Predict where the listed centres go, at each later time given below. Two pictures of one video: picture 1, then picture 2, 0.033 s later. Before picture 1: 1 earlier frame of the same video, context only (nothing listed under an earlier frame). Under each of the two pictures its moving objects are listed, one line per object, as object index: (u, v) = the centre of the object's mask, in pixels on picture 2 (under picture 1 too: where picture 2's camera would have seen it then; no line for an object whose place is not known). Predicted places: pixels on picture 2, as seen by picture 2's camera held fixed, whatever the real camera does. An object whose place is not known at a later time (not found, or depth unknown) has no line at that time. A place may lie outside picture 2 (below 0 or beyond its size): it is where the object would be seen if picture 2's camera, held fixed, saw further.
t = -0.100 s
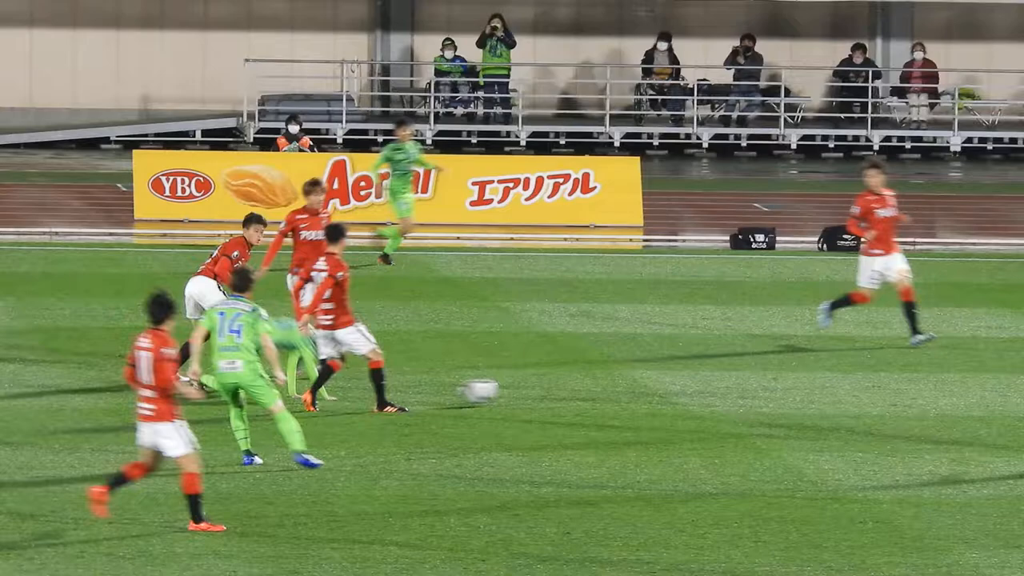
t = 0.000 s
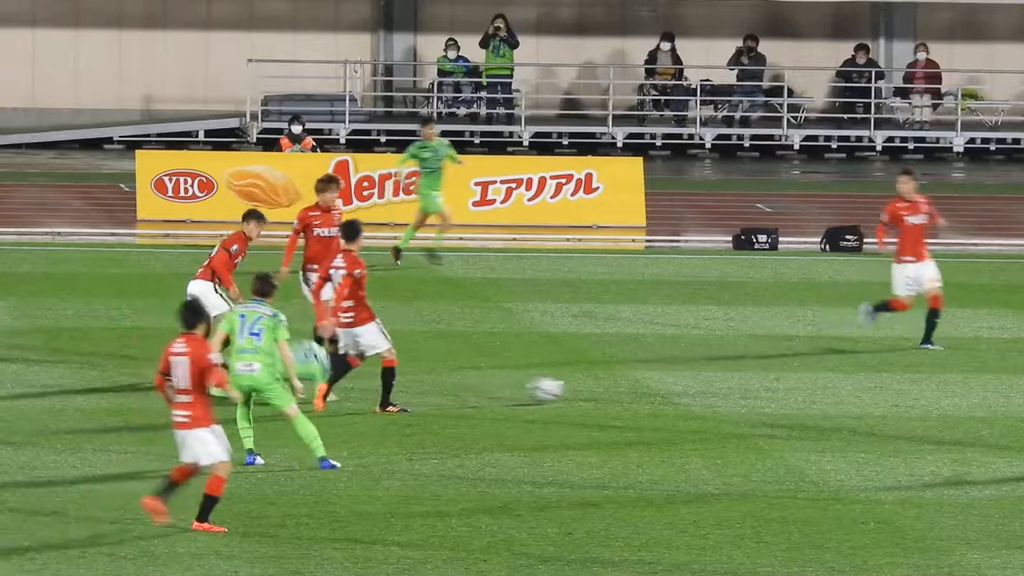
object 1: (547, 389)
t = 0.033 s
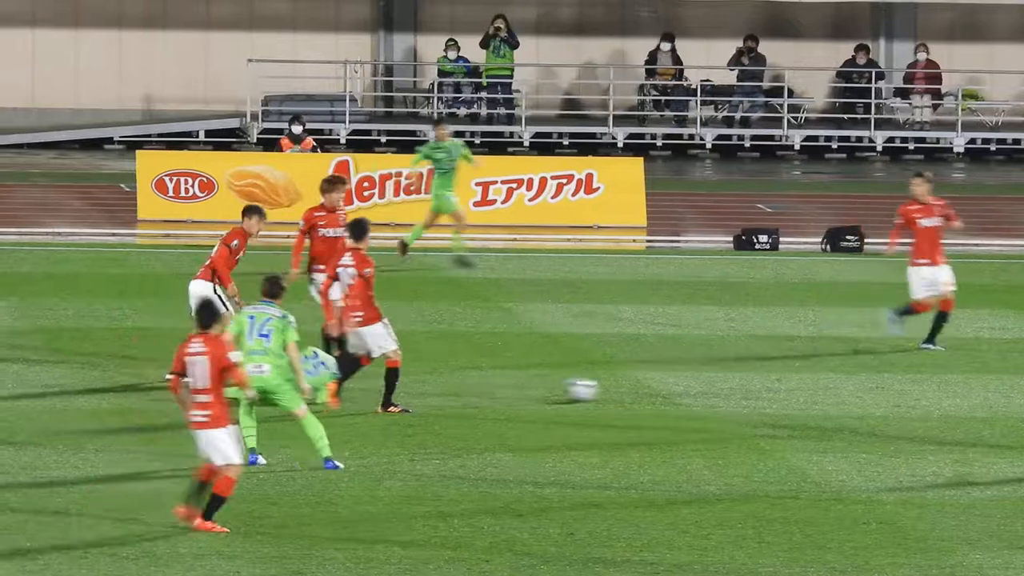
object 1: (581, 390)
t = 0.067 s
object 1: (612, 388)
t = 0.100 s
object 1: (641, 384)
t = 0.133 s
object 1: (670, 381)
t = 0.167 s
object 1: (700, 380)
